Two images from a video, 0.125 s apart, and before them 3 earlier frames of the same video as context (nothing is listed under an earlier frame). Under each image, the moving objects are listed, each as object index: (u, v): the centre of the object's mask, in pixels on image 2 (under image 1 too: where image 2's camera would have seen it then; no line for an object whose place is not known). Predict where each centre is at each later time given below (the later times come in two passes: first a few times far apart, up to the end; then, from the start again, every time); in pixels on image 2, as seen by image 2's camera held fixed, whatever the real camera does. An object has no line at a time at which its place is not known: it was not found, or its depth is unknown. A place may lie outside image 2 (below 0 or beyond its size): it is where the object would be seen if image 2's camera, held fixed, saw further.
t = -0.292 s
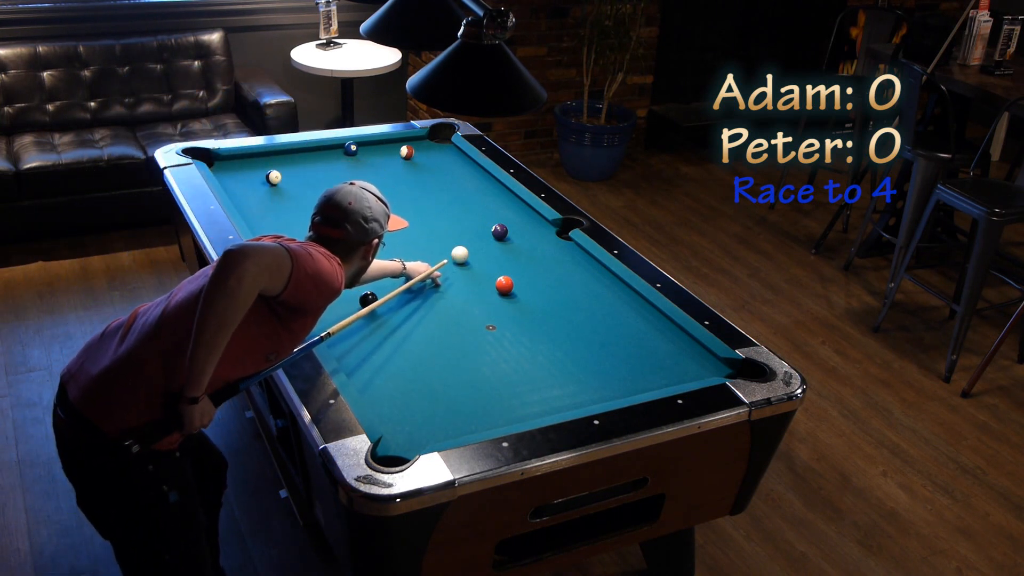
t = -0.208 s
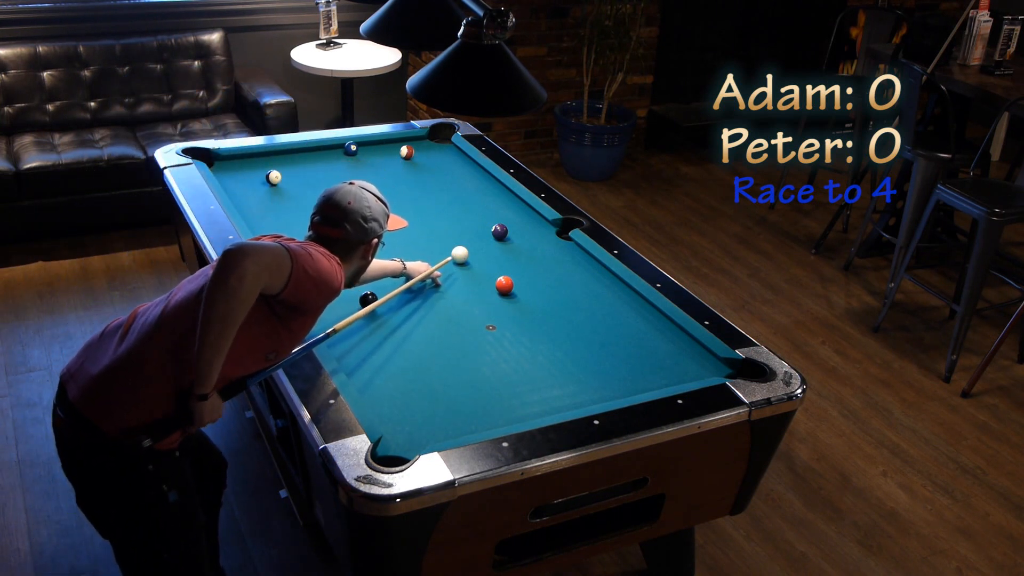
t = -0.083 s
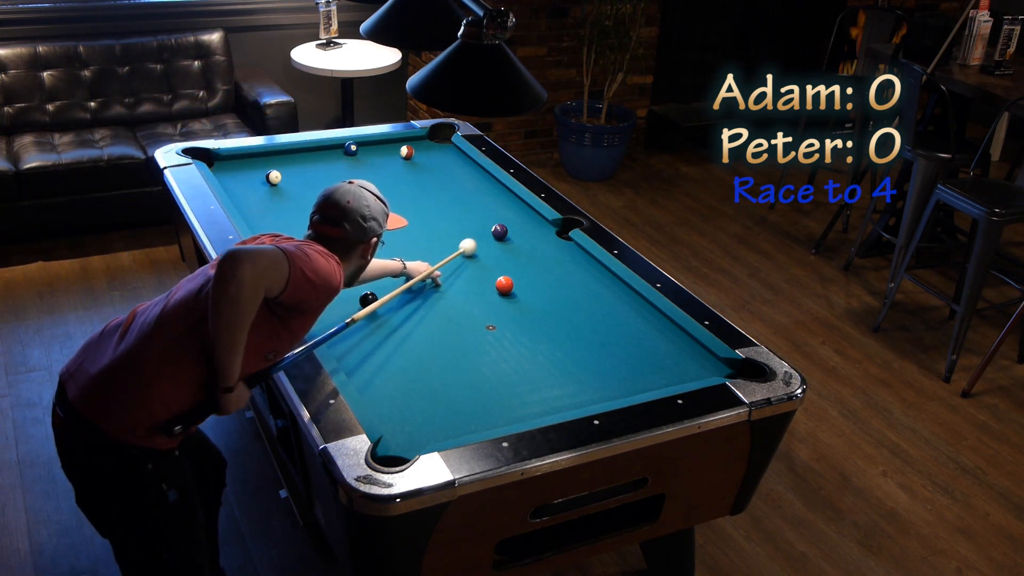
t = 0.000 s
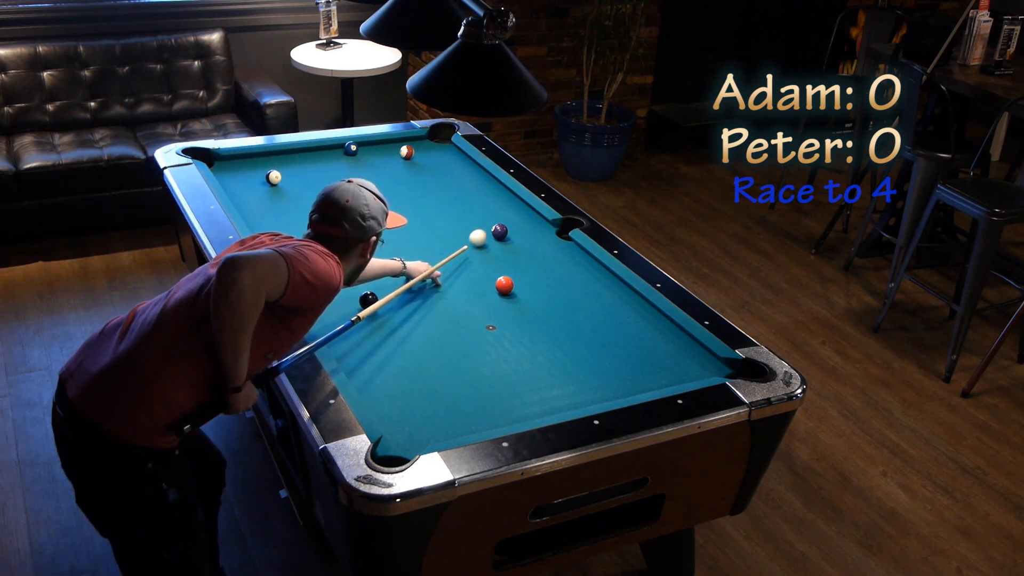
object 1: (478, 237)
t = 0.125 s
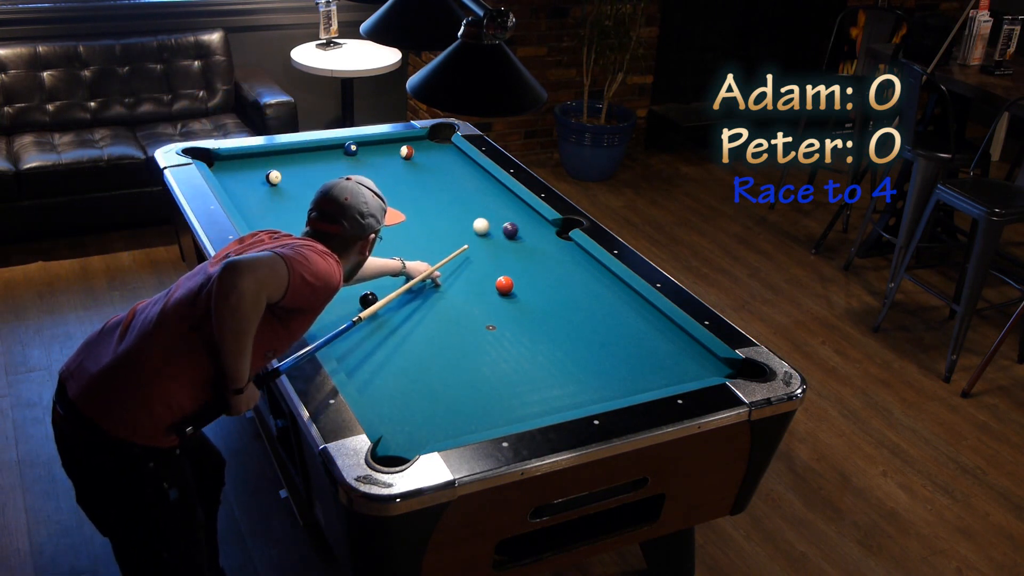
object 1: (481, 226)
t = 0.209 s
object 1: (479, 219)
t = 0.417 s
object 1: (476, 203)
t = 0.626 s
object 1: (473, 187)
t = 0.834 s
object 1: (470, 174)
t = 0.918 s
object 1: (469, 169)
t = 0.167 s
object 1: (480, 222)
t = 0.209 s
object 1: (479, 219)
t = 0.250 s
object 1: (479, 216)
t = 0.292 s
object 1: (478, 212)
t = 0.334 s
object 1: (477, 209)
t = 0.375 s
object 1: (477, 206)
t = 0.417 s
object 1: (476, 203)
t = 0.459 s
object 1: (476, 199)
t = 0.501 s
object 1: (475, 196)
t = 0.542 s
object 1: (474, 193)
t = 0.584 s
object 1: (474, 190)
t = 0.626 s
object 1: (473, 187)
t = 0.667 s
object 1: (473, 185)
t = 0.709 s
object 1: (472, 182)
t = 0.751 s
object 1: (471, 179)
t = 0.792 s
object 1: (471, 177)
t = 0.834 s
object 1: (470, 174)
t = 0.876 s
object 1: (470, 171)
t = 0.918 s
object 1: (469, 169)
